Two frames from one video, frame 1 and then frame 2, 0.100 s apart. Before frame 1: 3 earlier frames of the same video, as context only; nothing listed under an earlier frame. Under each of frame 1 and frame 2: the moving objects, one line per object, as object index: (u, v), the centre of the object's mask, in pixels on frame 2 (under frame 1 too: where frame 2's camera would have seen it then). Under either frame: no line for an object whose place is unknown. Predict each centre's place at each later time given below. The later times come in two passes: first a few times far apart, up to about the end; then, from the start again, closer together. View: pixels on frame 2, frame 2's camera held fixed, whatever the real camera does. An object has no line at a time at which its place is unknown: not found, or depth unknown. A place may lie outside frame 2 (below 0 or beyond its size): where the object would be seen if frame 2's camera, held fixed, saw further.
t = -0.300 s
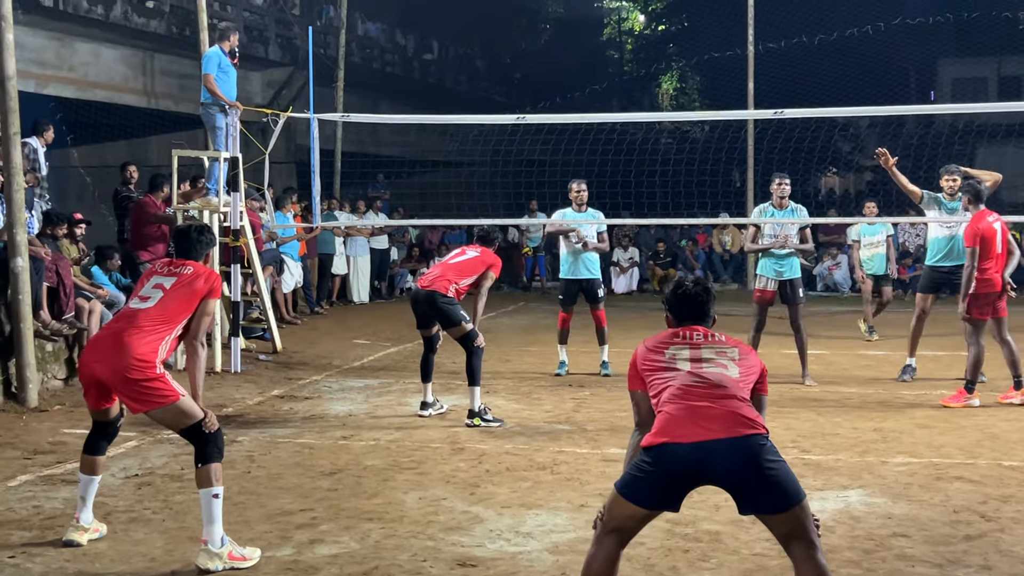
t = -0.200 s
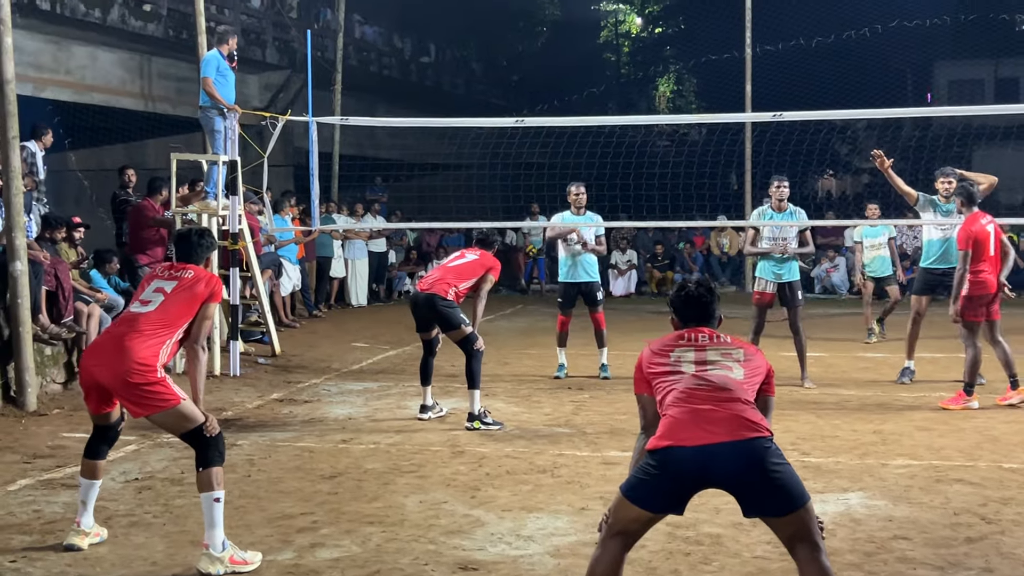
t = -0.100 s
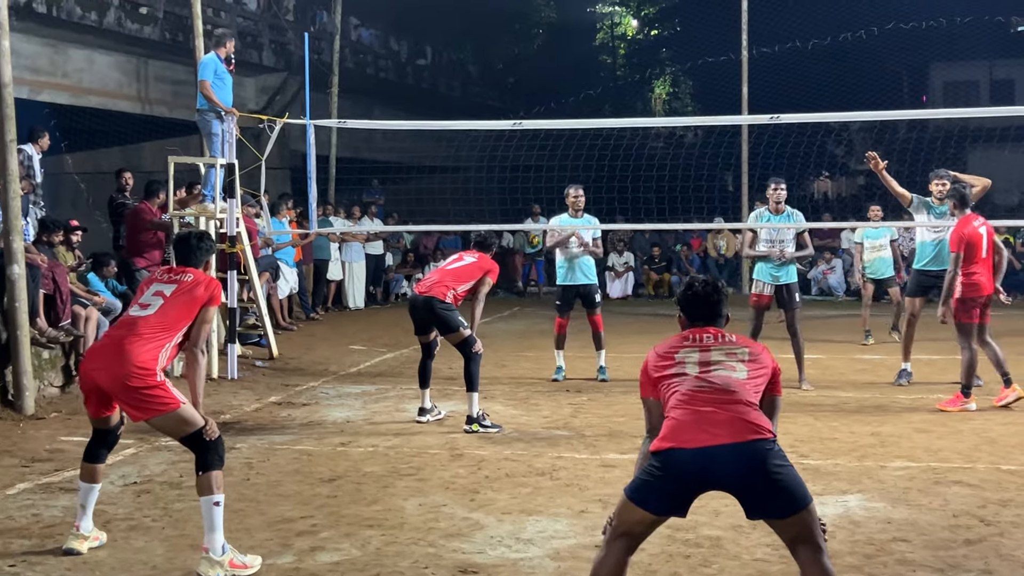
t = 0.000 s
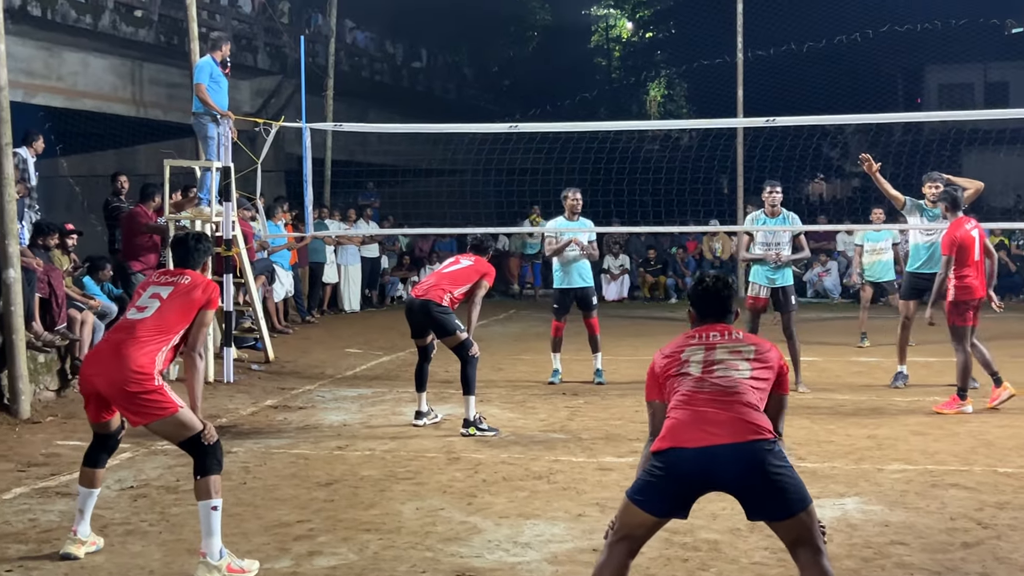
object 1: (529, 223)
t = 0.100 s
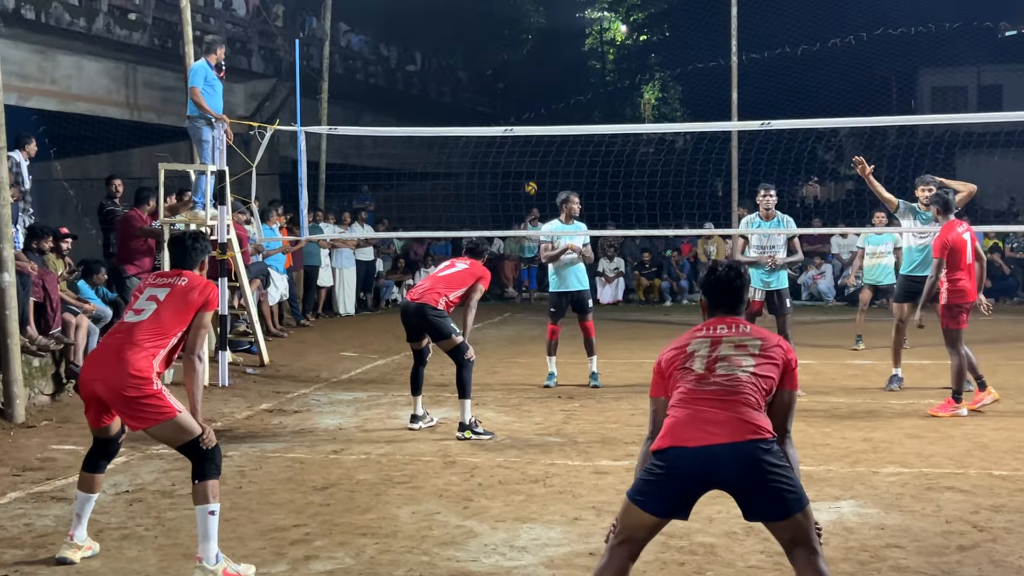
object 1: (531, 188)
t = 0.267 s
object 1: (531, 140)
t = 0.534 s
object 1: (534, 95)
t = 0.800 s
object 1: (537, 93)
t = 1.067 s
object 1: (539, 137)
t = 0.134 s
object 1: (531, 177)
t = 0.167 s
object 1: (531, 166)
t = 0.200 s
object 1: (532, 157)
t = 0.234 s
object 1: (532, 147)
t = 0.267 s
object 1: (531, 140)
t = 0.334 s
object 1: (533, 123)
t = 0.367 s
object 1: (533, 117)
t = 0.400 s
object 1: (533, 111)
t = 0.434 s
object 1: (533, 106)
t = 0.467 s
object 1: (533, 102)
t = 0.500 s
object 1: (534, 98)
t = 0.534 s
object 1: (534, 95)
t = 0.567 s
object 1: (535, 92)
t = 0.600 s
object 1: (535, 90)
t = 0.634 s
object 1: (535, 89)
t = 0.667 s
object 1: (535, 89)
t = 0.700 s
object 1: (536, 89)
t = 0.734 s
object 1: (536, 89)
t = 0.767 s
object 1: (536, 90)
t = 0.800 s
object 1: (537, 93)
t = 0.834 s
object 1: (537, 96)
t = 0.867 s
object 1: (537, 99)
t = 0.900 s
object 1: (537, 103)
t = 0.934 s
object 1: (537, 108)
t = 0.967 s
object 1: (538, 114)
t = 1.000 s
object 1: (538, 120)
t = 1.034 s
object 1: (539, 123)
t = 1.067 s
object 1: (539, 137)
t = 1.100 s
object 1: (539, 142)
